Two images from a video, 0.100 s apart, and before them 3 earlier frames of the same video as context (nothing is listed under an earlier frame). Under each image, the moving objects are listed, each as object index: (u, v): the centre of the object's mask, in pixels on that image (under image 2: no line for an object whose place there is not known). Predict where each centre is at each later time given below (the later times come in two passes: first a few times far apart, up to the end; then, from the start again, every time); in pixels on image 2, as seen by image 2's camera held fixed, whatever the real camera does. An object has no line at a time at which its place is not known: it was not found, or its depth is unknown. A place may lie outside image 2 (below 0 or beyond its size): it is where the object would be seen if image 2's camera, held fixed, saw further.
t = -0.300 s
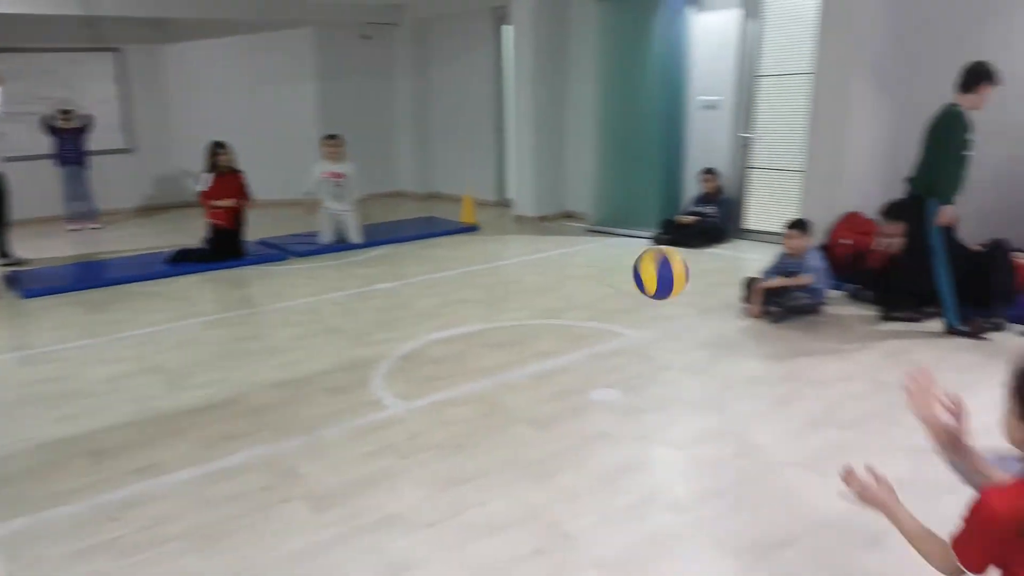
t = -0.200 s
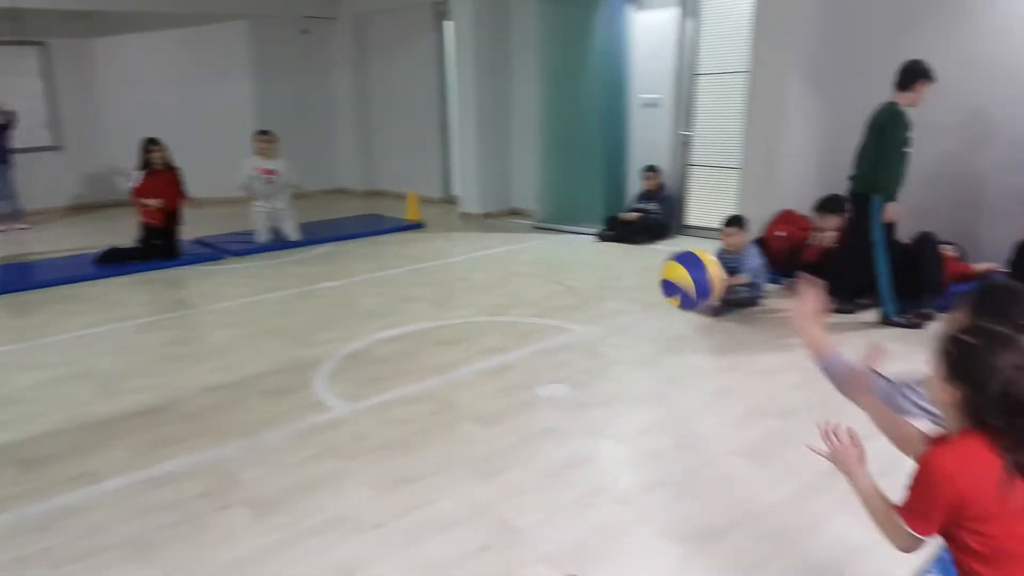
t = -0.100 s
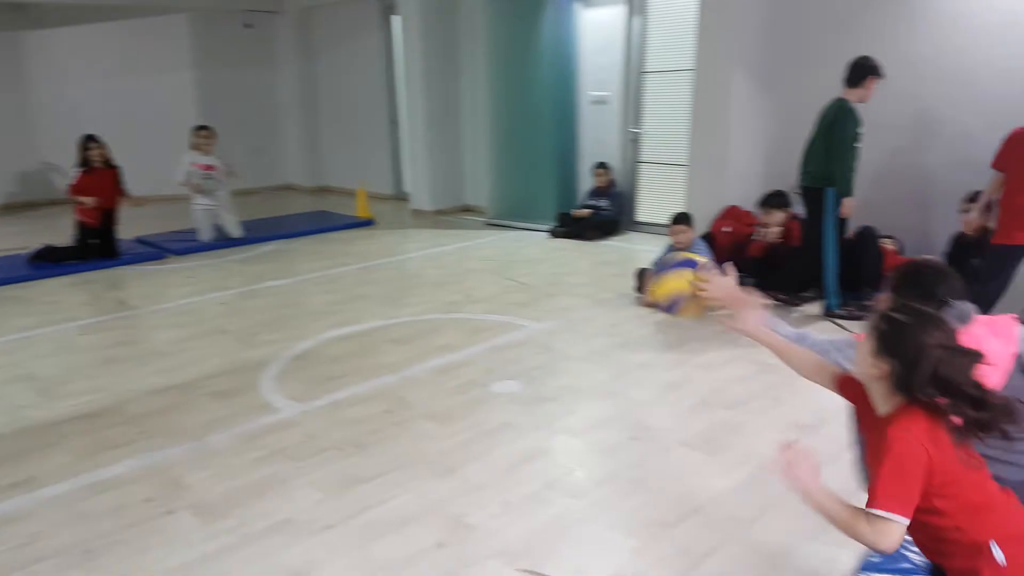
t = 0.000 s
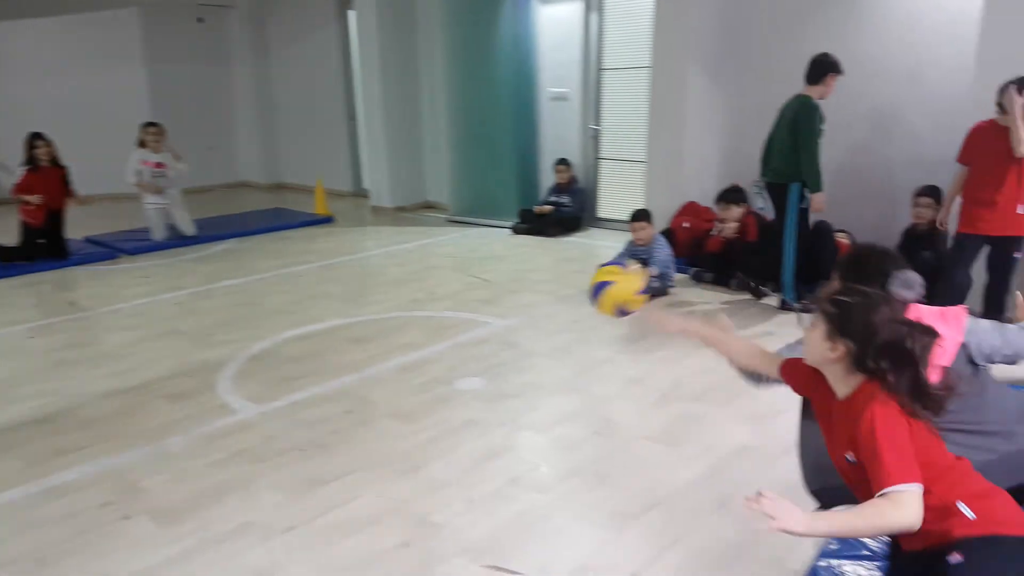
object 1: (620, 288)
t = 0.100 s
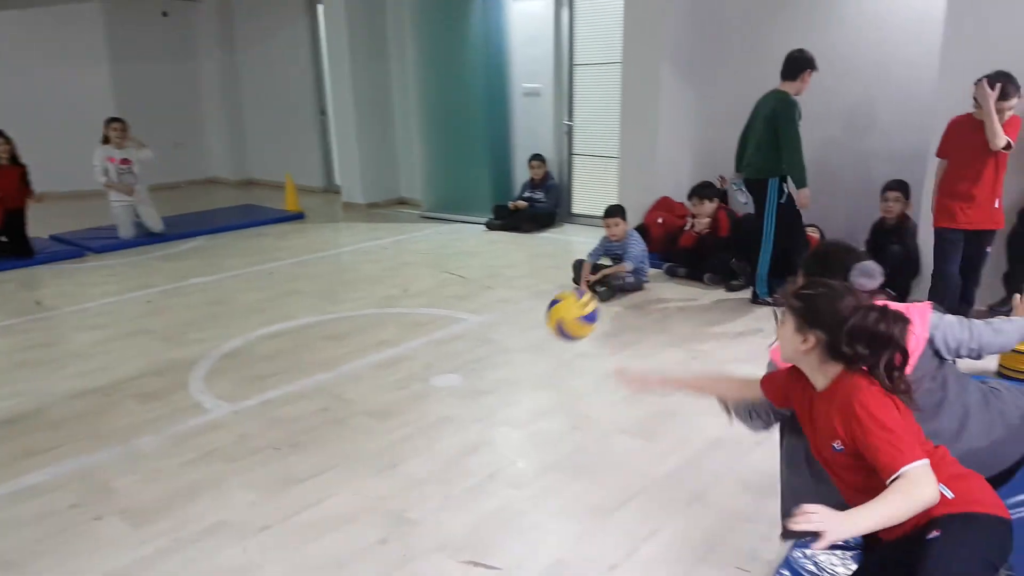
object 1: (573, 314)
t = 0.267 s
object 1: (551, 354)
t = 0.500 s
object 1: (541, 265)
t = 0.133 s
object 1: (566, 329)
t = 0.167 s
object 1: (561, 344)
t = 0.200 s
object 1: (555, 362)
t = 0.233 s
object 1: (552, 376)
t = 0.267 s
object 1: (551, 354)
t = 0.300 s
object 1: (549, 335)
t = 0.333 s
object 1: (547, 317)
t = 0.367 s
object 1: (546, 303)
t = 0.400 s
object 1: (545, 289)
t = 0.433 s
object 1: (544, 280)
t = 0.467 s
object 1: (543, 271)
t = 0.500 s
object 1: (541, 265)
